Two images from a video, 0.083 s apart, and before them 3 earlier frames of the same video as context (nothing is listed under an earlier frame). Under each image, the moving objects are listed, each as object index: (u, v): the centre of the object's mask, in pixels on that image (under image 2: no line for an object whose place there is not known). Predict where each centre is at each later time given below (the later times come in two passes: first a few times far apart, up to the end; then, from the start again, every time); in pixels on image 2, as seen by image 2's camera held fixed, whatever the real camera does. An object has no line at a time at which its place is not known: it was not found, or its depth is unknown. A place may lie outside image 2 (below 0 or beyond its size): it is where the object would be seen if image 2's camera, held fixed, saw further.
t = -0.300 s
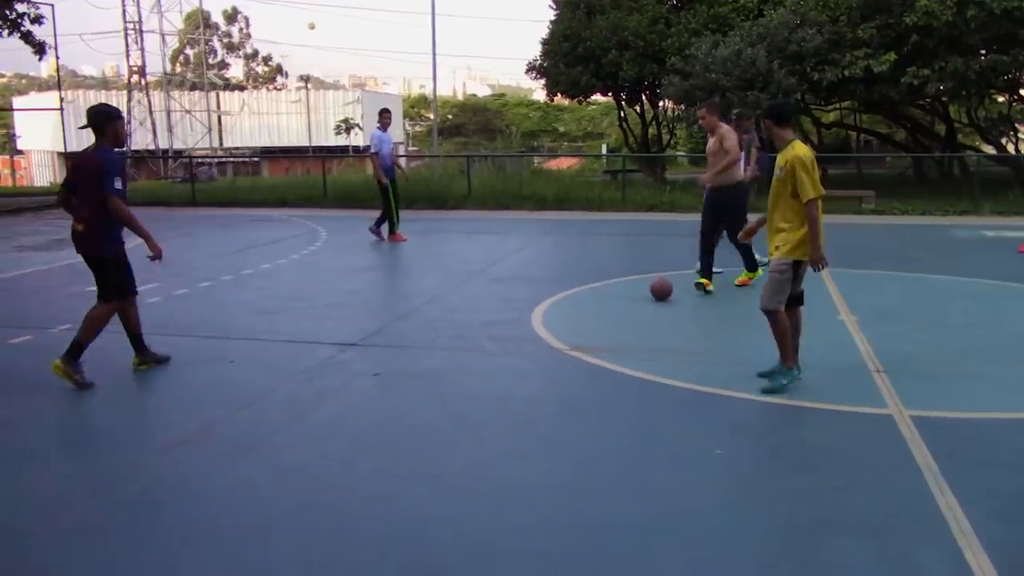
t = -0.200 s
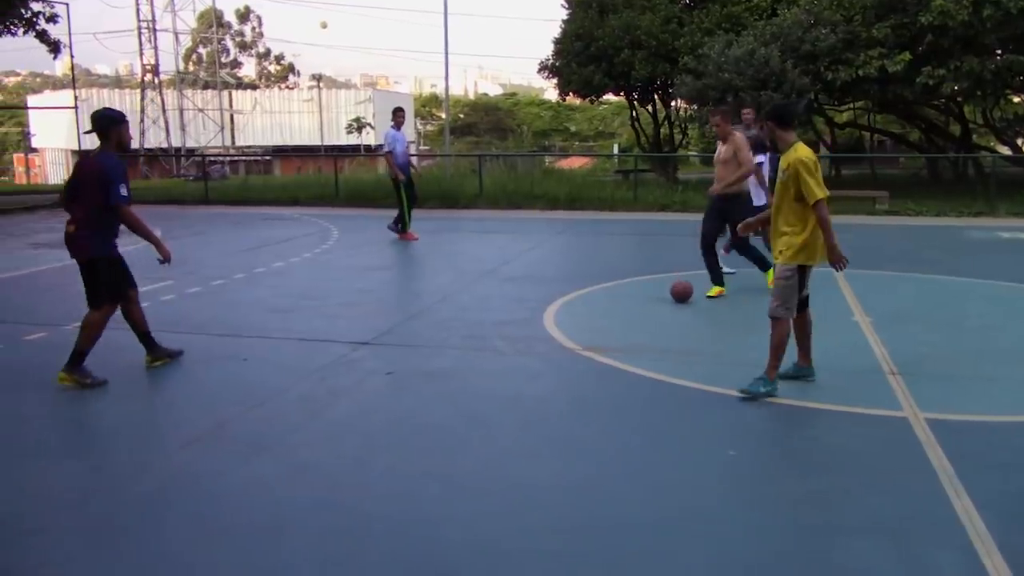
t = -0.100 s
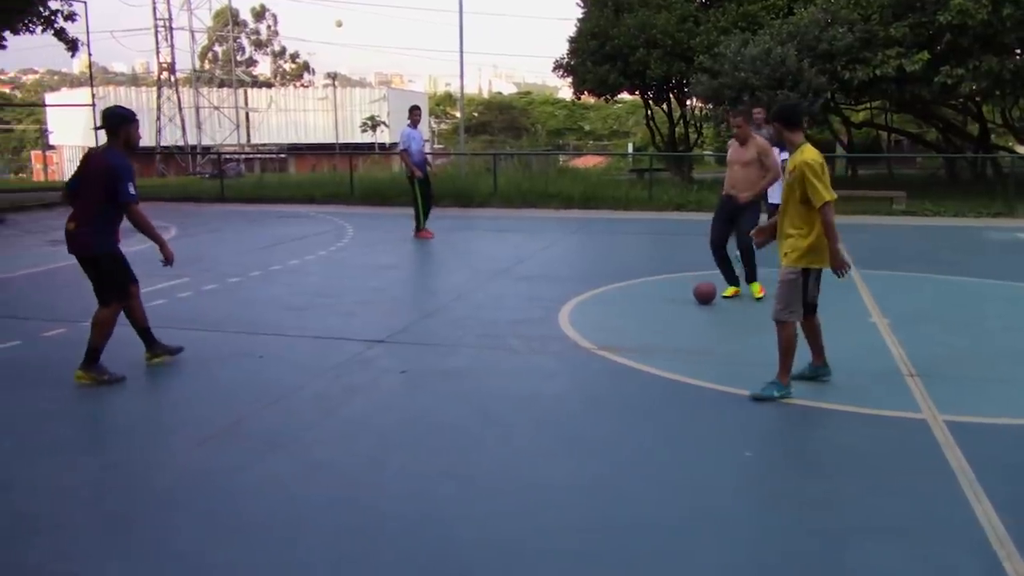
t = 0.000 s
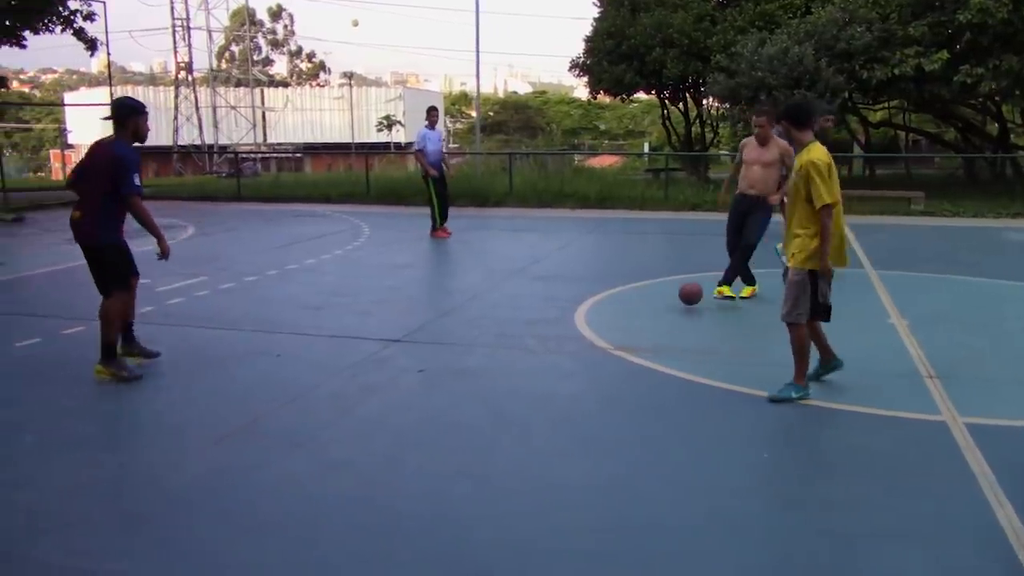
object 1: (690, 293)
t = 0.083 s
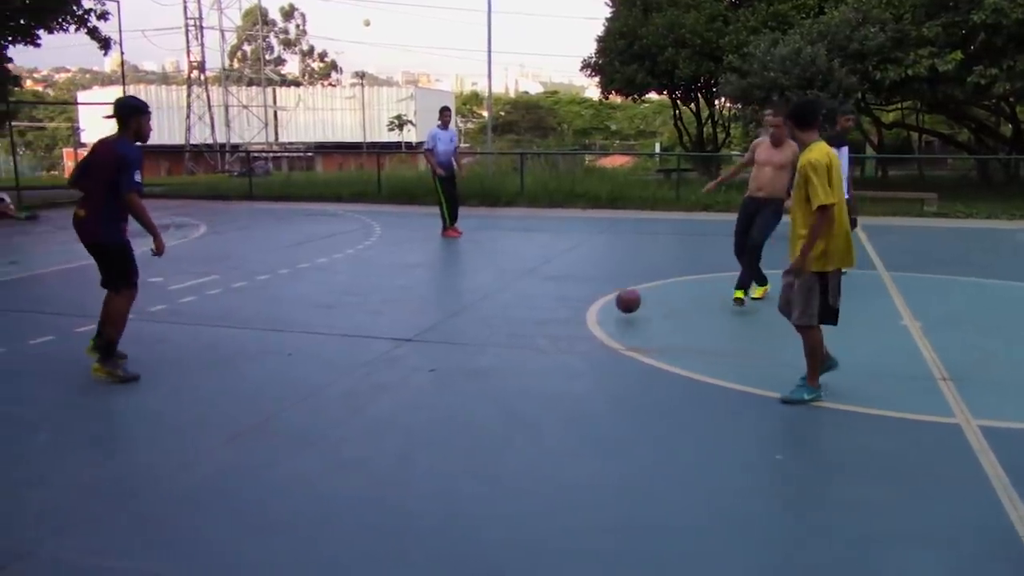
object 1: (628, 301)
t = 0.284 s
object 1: (432, 330)
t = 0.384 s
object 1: (330, 343)
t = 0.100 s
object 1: (613, 303)
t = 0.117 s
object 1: (597, 306)
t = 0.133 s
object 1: (580, 308)
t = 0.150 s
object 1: (564, 312)
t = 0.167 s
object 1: (547, 316)
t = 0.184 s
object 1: (530, 320)
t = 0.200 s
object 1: (514, 320)
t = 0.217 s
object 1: (498, 322)
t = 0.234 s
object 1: (482, 322)
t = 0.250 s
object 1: (465, 325)
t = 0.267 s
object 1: (449, 327)
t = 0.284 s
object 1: (432, 330)
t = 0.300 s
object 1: (415, 334)
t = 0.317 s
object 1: (398, 337)
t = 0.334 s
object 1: (381, 338)
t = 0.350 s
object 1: (365, 339)
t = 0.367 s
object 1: (348, 341)
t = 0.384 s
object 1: (330, 343)
